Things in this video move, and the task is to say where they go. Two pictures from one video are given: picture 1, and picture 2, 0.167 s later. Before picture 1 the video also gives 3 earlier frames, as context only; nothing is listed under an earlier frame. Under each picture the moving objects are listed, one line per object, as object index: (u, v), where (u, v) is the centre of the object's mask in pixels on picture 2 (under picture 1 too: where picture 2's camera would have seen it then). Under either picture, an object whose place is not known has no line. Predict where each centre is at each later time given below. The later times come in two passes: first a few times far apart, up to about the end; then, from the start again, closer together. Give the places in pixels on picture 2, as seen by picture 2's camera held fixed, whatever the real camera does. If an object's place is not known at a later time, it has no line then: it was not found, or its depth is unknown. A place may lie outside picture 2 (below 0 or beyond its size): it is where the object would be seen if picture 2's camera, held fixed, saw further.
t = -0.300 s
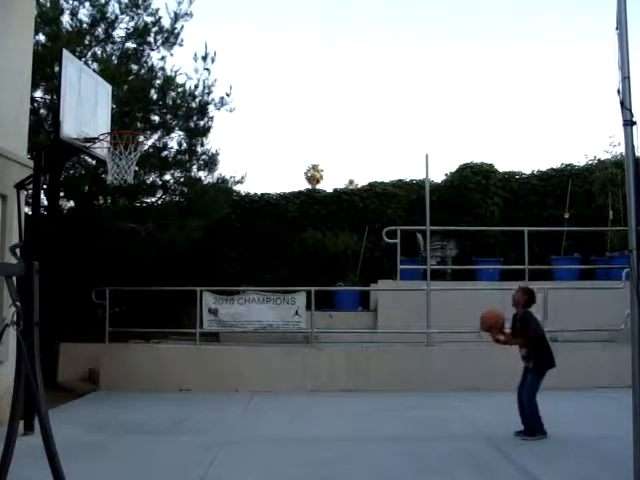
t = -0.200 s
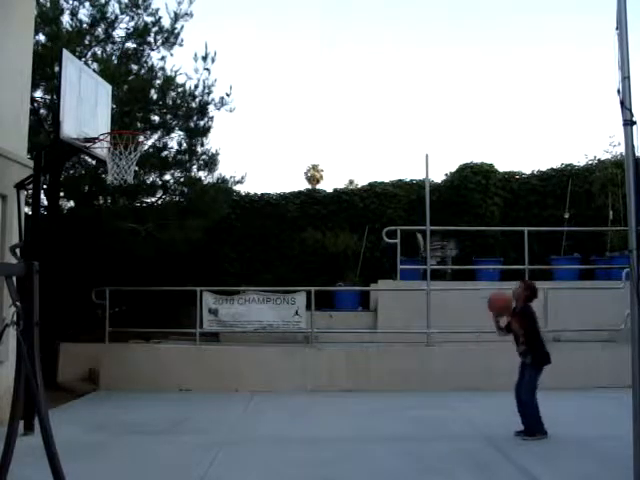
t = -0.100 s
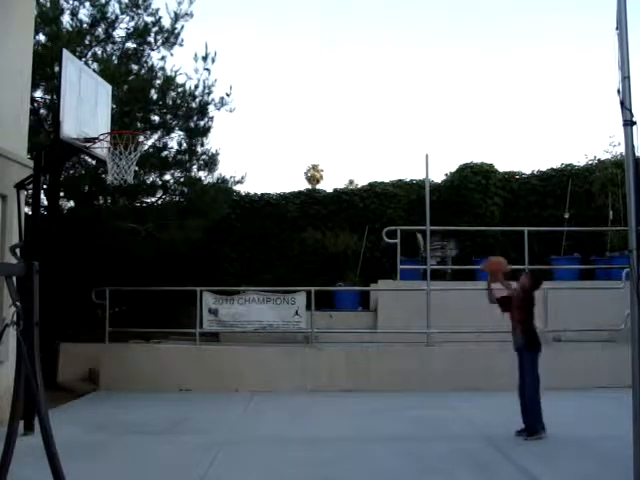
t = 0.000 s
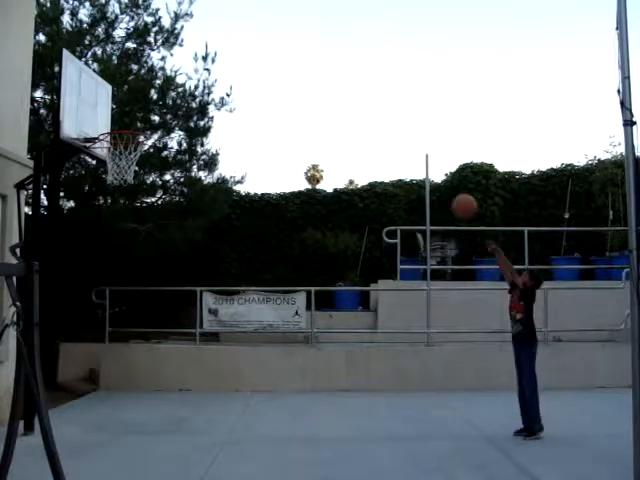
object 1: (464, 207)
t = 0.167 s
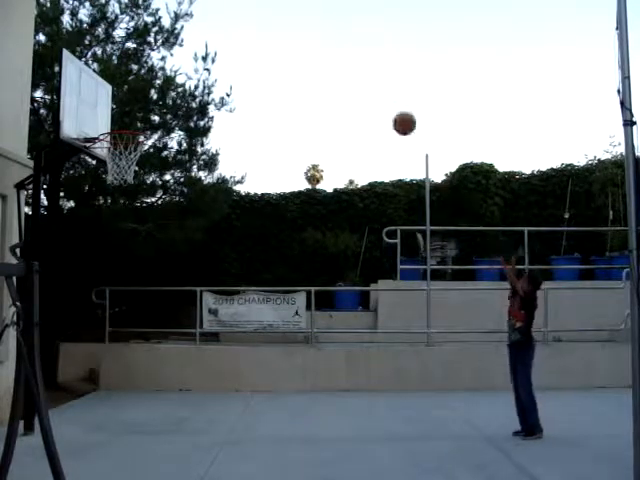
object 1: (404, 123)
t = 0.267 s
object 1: (369, 88)
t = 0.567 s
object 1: (270, 44)
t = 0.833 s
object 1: (183, 77)
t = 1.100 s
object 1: (105, 167)
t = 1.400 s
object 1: (72, 254)
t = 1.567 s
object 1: (53, 342)
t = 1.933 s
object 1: (51, 310)
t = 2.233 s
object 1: (63, 251)
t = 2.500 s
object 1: (74, 267)
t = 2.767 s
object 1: (84, 362)
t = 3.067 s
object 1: (88, 359)
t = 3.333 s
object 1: (92, 301)
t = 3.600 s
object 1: (93, 322)
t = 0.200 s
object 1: (392, 110)
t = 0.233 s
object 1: (381, 98)
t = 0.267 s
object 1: (369, 88)
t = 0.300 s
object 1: (358, 79)
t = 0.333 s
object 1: (347, 70)
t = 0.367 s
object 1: (336, 63)
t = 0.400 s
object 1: (325, 57)
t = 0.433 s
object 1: (314, 52)
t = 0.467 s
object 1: (303, 48)
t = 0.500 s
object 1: (292, 46)
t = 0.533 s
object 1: (281, 44)
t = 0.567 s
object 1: (270, 44)
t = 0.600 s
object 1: (259, 44)
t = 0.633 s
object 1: (248, 46)
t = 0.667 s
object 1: (238, 48)
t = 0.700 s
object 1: (227, 52)
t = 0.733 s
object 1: (217, 56)
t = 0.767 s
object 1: (205, 62)
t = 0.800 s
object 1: (194, 69)
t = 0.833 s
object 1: (183, 77)
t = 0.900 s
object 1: (162, 96)
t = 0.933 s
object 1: (151, 106)
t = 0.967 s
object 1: (140, 117)
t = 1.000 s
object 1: (136, 123)
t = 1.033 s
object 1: (119, 143)
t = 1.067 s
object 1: (108, 161)
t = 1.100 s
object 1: (105, 167)
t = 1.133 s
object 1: (101, 173)
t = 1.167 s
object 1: (99, 179)
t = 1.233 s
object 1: (89, 193)
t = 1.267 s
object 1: (87, 203)
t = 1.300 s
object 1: (83, 215)
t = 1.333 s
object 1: (79, 227)
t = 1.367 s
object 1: (75, 241)
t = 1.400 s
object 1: (72, 254)
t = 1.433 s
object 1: (68, 270)
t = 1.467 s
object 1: (65, 287)
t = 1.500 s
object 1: (60, 305)
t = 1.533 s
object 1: (58, 323)
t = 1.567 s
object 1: (53, 342)
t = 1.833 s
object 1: (50, 352)
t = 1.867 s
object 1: (49, 337)
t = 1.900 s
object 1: (50, 323)
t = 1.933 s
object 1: (51, 310)
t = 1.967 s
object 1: (53, 299)
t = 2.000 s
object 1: (54, 288)
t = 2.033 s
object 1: (56, 279)
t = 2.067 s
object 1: (58, 271)
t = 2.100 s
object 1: (59, 264)
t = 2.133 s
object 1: (60, 258)
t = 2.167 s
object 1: (61, 254)
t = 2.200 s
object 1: (62, 252)
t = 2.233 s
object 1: (63, 251)
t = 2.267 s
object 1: (64, 249)
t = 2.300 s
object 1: (64, 249)
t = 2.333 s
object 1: (66, 250)
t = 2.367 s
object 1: (67, 251)
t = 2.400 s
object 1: (68, 252)
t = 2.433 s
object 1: (73, 256)
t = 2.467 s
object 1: (73, 261)
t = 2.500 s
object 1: (74, 267)
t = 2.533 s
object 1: (75, 275)
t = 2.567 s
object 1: (77, 285)
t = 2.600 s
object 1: (77, 294)
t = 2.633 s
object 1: (79, 305)
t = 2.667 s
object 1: (80, 318)
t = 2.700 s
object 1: (81, 331)
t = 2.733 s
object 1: (83, 345)
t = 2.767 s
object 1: (84, 362)
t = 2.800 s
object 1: (89, 377)
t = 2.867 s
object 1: (86, 417)
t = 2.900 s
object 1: (86, 428)
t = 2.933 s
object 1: (87, 411)
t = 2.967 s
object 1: (88, 395)
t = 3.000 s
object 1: (88, 376)
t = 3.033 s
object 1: (89, 370)
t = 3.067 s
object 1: (88, 359)
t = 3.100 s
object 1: (89, 344)
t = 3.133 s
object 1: (90, 335)
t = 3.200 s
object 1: (91, 320)
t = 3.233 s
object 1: (91, 315)
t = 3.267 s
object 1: (91, 311)
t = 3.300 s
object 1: (91, 304)
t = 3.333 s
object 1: (92, 301)
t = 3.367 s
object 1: (92, 301)
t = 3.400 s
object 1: (92, 300)
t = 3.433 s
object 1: (92, 300)
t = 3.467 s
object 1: (92, 303)
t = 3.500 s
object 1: (92, 306)
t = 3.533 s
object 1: (92, 309)
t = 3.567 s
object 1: (92, 316)
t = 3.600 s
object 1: (93, 322)
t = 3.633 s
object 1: (92, 329)
